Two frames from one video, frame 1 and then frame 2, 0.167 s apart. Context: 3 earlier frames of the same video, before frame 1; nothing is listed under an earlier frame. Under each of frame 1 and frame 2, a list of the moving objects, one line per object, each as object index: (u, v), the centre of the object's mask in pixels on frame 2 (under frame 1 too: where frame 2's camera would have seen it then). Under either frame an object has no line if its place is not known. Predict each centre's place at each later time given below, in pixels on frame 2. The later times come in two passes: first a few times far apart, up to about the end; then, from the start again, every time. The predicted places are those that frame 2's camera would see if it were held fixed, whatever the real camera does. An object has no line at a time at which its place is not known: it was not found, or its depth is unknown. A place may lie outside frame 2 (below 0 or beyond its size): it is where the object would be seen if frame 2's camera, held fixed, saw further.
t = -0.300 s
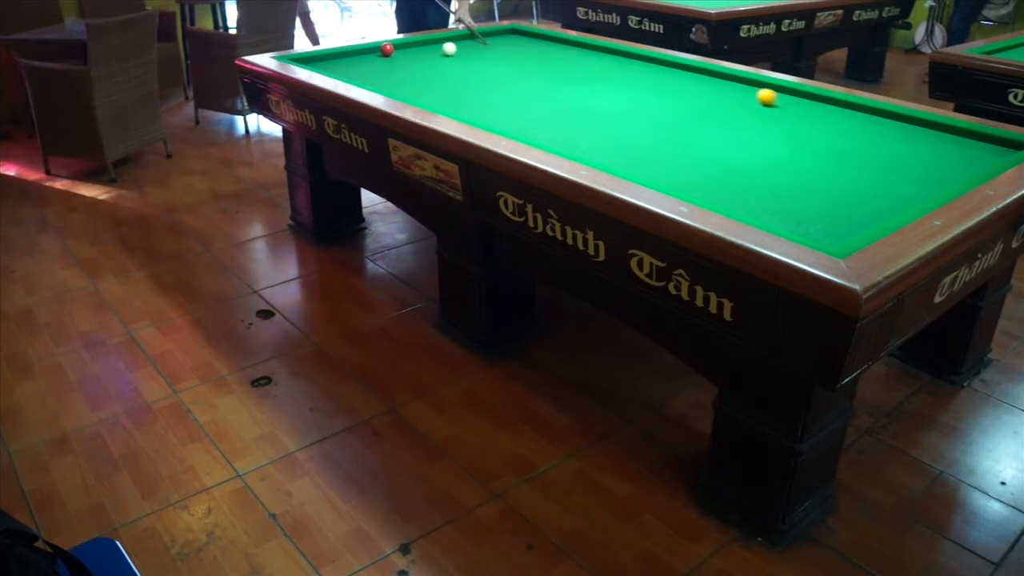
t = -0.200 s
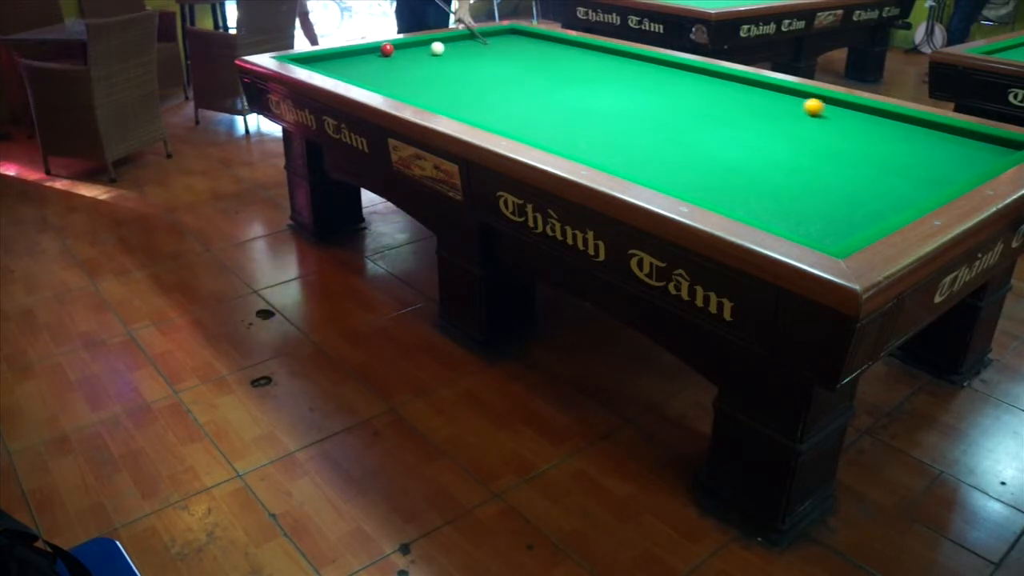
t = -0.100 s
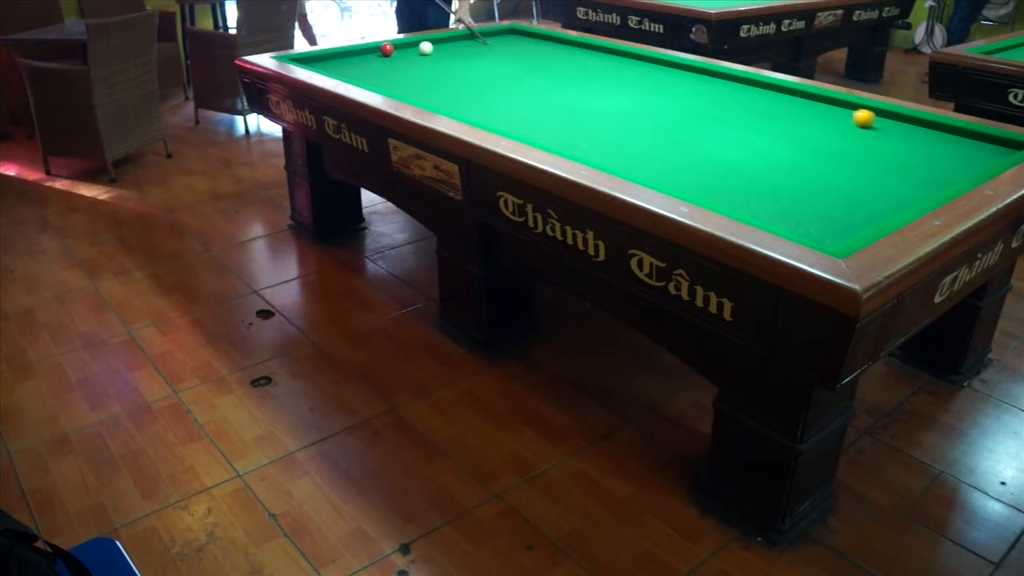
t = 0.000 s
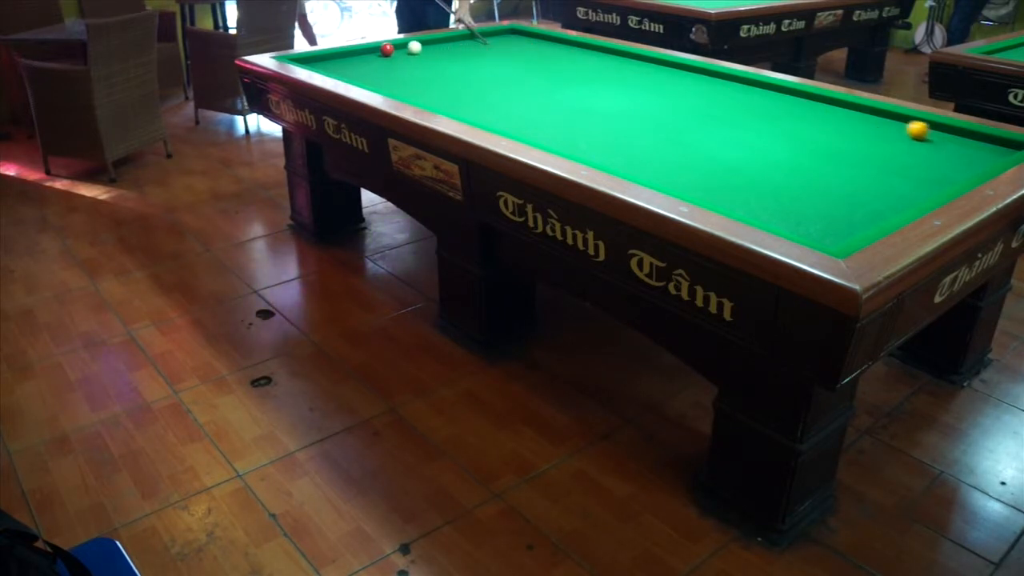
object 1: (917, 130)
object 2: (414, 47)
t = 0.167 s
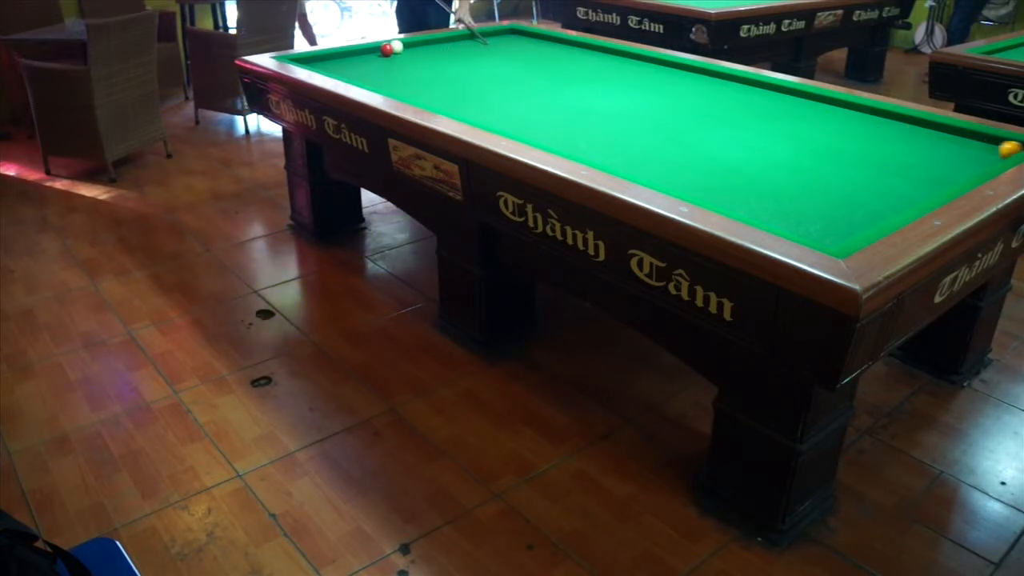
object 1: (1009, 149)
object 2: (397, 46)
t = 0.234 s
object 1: (979, 142)
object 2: (391, 44)
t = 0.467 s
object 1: (900, 121)
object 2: (389, 44)
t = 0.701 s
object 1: (840, 105)
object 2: (388, 45)
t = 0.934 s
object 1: (788, 91)
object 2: (388, 46)
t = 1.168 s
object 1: (740, 79)
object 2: (388, 46)
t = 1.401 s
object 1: (695, 69)
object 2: (387, 47)
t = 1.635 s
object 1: (653, 61)
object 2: (387, 47)
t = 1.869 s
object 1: (616, 53)
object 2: (387, 47)
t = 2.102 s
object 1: (582, 47)
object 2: (387, 47)
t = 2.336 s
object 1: (550, 41)
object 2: (387, 47)
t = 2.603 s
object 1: (518, 34)
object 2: (387, 47)
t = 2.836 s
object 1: (506, 32)
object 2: (387, 47)
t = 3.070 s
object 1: (520, 36)
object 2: (387, 47)
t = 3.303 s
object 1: (534, 39)
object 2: (387, 47)
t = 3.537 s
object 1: (549, 43)
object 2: (387, 47)
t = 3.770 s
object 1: (564, 46)
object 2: (387, 47)
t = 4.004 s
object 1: (579, 50)
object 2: (387, 47)
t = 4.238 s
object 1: (594, 54)
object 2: (387, 47)
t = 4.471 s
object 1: (610, 58)
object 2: (387, 47)
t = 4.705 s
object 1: (626, 62)
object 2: (387, 47)
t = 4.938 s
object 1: (643, 66)
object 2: (387, 47)
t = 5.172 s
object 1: (659, 70)
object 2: (387, 47)
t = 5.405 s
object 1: (676, 74)
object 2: (387, 47)
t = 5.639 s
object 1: (693, 78)
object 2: (387, 47)
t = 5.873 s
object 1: (710, 83)
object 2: (387, 47)
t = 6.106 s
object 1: (727, 87)
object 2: (387, 47)
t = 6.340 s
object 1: (745, 91)
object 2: (387, 47)
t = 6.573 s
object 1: (761, 96)
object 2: (387, 47)
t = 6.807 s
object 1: (779, 100)
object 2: (387, 47)
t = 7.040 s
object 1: (796, 104)
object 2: (387, 47)
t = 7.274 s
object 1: (812, 109)
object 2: (387, 47)
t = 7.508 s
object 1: (829, 113)
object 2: (387, 47)
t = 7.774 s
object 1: (848, 118)
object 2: (387, 47)
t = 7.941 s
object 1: (860, 121)
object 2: (387, 47)
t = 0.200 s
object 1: (994, 147)
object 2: (394, 45)
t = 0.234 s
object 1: (979, 142)
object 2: (391, 44)
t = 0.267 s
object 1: (965, 139)
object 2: (389, 43)
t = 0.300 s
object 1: (953, 136)
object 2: (389, 44)
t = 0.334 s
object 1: (941, 132)
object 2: (389, 44)
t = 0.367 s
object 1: (930, 130)
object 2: (389, 44)
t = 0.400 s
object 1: (919, 126)
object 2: (389, 44)
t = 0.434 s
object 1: (909, 124)
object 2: (389, 44)
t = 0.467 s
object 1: (900, 121)
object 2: (389, 44)
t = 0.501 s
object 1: (891, 119)
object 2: (389, 45)
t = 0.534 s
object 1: (883, 117)
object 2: (389, 45)
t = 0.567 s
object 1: (874, 114)
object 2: (389, 45)
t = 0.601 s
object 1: (865, 112)
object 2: (388, 45)
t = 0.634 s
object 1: (857, 110)
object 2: (388, 45)
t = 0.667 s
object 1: (848, 108)
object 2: (388, 45)
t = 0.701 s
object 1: (840, 105)
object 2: (388, 45)
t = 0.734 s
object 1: (832, 103)
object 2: (388, 45)
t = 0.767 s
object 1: (825, 101)
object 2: (388, 45)
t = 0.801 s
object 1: (817, 99)
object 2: (388, 45)
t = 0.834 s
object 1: (809, 97)
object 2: (388, 46)
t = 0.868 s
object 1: (802, 95)
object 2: (388, 46)
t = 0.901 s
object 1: (794, 93)
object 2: (388, 46)
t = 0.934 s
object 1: (788, 91)
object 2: (388, 46)
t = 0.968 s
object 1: (780, 89)
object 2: (388, 46)
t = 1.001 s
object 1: (773, 88)
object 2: (388, 46)
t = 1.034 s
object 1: (767, 85)
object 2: (388, 46)
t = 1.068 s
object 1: (760, 84)
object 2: (388, 46)
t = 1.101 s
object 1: (753, 82)
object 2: (388, 46)
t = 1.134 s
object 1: (747, 81)
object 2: (388, 46)
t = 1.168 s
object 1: (740, 79)
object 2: (388, 46)
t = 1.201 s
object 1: (733, 77)
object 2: (388, 46)
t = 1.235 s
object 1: (727, 76)
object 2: (388, 46)
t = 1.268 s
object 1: (720, 74)
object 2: (388, 47)
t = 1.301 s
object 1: (714, 73)
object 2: (387, 47)
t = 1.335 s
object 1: (707, 72)
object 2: (388, 47)
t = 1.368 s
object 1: (701, 71)
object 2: (387, 47)
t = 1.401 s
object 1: (695, 69)
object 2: (387, 47)
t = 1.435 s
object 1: (689, 68)
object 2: (387, 47)
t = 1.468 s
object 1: (683, 67)
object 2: (387, 47)
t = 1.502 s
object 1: (676, 65)
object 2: (387, 47)
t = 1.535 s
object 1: (671, 64)
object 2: (387, 47)
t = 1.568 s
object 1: (665, 63)
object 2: (387, 47)
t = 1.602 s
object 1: (659, 62)
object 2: (387, 47)
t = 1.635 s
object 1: (653, 61)
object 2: (387, 47)
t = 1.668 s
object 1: (648, 60)
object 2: (387, 47)
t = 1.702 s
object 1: (642, 58)
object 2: (387, 47)
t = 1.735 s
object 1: (637, 57)
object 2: (387, 47)
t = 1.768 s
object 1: (631, 56)
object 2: (387, 47)
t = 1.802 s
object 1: (626, 55)
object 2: (387, 47)
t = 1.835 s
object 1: (621, 54)
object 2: (387, 47)
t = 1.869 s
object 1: (616, 53)
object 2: (387, 47)
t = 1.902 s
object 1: (611, 52)
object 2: (387, 47)
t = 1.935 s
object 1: (606, 51)
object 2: (387, 47)
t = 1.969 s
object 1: (601, 50)
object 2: (387, 47)
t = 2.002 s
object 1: (596, 49)
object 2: (387, 47)
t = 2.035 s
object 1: (591, 48)
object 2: (387, 47)
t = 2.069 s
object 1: (586, 47)
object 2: (387, 47)
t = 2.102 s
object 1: (582, 47)
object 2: (387, 47)
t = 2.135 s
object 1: (577, 46)
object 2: (387, 47)
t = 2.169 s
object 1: (572, 45)
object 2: (387, 47)
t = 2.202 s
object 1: (568, 44)
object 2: (387, 47)
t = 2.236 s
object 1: (563, 43)
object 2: (387, 47)
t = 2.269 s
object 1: (559, 42)
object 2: (387, 47)
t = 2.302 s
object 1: (554, 41)
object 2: (387, 47)
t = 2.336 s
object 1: (550, 41)
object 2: (387, 47)
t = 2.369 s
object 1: (546, 40)
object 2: (387, 47)
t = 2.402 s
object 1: (542, 39)
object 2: (387, 47)
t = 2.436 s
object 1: (538, 38)
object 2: (387, 47)
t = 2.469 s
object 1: (533, 37)
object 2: (387, 47)
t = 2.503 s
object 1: (529, 36)
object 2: (387, 47)
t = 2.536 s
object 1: (525, 36)
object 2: (387, 47)
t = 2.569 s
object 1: (521, 35)
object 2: (387, 47)
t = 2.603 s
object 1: (518, 34)
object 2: (387, 47)
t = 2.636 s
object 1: (514, 33)
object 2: (387, 47)
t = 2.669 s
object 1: (510, 33)
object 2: (387, 47)
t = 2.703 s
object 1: (506, 32)
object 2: (387, 47)
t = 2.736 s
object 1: (502, 32)
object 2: (387, 47)
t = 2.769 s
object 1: (501, 31)
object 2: (387, 47)
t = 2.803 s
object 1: (503, 32)
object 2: (387, 47)
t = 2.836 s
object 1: (506, 32)
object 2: (387, 47)
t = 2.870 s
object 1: (508, 33)
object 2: (387, 47)
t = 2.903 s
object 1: (510, 33)
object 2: (387, 47)
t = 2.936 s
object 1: (512, 34)
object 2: (387, 47)
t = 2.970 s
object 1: (514, 34)
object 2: (387, 47)
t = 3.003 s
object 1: (516, 35)
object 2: (387, 47)
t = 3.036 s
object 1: (518, 35)
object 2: (387, 47)
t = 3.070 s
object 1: (520, 36)
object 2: (387, 47)
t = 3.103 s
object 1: (522, 36)
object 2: (387, 47)
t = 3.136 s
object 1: (524, 37)
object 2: (387, 47)
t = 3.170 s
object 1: (526, 37)
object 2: (387, 47)
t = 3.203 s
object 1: (528, 38)
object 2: (387, 47)
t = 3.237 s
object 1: (530, 38)
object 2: (387, 47)
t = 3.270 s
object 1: (532, 39)
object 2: (387, 47)
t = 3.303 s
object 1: (534, 39)
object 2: (387, 47)
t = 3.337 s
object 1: (536, 40)
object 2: (387, 47)
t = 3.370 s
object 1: (539, 40)
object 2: (387, 47)
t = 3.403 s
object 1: (541, 41)
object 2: (387, 47)
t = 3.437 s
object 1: (542, 41)
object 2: (387, 47)
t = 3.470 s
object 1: (545, 42)
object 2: (387, 47)
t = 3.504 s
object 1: (547, 42)
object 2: (387, 47)
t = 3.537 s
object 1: (549, 43)
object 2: (387, 47)
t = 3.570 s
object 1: (551, 43)
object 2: (387, 47)
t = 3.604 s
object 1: (553, 44)
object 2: (387, 47)
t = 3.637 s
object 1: (555, 44)
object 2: (387, 47)
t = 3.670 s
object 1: (557, 45)
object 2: (387, 47)
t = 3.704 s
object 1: (559, 45)
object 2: (387, 47)
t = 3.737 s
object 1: (562, 46)
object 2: (387, 47)
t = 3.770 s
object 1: (564, 46)
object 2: (387, 47)
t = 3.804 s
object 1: (566, 47)
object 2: (387, 47)
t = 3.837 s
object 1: (568, 47)
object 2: (387, 47)
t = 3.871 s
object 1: (570, 48)
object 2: (387, 47)
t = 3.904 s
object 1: (572, 48)
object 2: (387, 47)
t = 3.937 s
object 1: (574, 49)
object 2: (387, 47)
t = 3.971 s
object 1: (577, 50)
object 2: (387, 47)
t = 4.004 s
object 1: (579, 50)
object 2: (387, 47)
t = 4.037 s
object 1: (581, 51)
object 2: (387, 47)
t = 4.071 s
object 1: (584, 51)
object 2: (387, 47)
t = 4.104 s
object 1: (586, 52)
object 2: (387, 47)
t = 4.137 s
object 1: (588, 52)
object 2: (387, 47)
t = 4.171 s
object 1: (590, 53)
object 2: (387, 47)
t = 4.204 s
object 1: (592, 53)
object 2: (387, 47)
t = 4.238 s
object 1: (594, 54)
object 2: (387, 47)
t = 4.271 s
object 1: (597, 55)
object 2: (387, 47)
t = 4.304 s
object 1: (599, 55)
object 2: (387, 47)
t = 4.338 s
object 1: (601, 56)
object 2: (387, 47)
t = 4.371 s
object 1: (604, 56)
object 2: (387, 47)
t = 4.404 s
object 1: (606, 57)
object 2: (387, 47)
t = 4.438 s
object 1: (608, 57)
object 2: (387, 47)
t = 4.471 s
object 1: (610, 58)
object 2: (387, 47)
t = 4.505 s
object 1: (613, 59)
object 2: (387, 47)
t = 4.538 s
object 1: (615, 59)
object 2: (387, 47)
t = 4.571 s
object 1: (617, 60)
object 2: (387, 47)
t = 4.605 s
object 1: (620, 60)
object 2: (387, 47)
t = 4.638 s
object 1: (622, 61)
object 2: (387, 47)
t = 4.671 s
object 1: (624, 61)
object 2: (387, 47)
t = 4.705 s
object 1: (626, 62)
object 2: (387, 47)
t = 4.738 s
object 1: (629, 62)
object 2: (387, 47)
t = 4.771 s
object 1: (631, 63)
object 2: (387, 47)
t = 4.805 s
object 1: (634, 63)
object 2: (387, 47)
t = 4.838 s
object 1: (636, 64)
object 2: (387, 47)
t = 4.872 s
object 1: (638, 65)
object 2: (387, 47)
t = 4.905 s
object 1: (641, 65)
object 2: (387, 47)
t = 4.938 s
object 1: (643, 66)
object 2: (387, 47)
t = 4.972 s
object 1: (645, 66)
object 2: (387, 47)
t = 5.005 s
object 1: (648, 67)
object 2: (387, 47)
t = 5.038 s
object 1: (650, 67)
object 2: (387, 47)
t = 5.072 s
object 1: (652, 68)
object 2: (387, 47)
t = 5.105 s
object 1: (655, 69)
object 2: (387, 47)
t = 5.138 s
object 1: (657, 69)
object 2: (387, 47)
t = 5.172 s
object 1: (659, 70)
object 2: (387, 47)
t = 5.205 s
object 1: (662, 70)
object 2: (387, 47)
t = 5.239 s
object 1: (664, 71)
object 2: (387, 47)
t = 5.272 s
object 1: (667, 72)
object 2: (387, 47)
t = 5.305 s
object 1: (669, 72)
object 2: (387, 47)
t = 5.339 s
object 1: (671, 73)
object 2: (387, 47)
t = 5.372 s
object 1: (674, 73)
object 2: (387, 47)
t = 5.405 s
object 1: (676, 74)
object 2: (387, 47)
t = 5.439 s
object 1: (679, 75)
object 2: (387, 47)
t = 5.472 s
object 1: (681, 75)
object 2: (387, 47)
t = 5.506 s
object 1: (683, 76)
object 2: (387, 47)
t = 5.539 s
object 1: (686, 77)
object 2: (387, 47)
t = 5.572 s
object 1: (688, 77)
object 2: (387, 47)
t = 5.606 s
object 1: (690, 78)
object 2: (387, 47)
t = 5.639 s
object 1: (693, 78)
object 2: (387, 47)
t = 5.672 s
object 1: (695, 79)
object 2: (387, 47)
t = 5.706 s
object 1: (698, 80)
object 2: (387, 47)
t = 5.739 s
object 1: (700, 80)
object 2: (387, 47)
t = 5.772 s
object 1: (703, 81)
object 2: (387, 47)
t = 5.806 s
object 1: (705, 81)
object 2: (387, 47)
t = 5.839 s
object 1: (707, 82)
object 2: (387, 47)
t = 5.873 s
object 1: (710, 83)
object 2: (387, 47)
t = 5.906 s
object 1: (713, 83)
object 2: (387, 47)
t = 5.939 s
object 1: (715, 84)
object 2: (387, 47)
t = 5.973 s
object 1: (717, 84)
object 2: (387, 47)
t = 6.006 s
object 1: (720, 85)
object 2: (387, 47)
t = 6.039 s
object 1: (722, 86)
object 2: (387, 47)
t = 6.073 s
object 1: (725, 86)
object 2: (387, 47)
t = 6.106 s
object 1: (727, 87)
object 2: (387, 47)
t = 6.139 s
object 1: (730, 88)
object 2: (387, 47)
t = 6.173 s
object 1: (732, 88)
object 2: (387, 47)
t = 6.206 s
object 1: (734, 89)
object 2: (387, 47)
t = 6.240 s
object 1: (737, 89)
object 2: (387, 47)
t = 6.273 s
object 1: (739, 90)
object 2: (387, 47)
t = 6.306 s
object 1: (742, 90)
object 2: (387, 47)
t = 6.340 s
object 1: (745, 91)
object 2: (387, 47)
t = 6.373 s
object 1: (747, 92)
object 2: (387, 47)
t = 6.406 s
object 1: (749, 92)
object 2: (387, 47)
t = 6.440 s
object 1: (752, 93)
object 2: (387, 47)
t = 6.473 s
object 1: (754, 94)
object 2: (387, 47)
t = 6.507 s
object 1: (757, 94)
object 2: (387, 47)
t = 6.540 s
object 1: (759, 95)
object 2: (387, 47)
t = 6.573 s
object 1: (761, 96)
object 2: (387, 47)
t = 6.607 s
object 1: (764, 96)
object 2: (387, 47)
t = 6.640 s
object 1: (766, 97)
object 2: (387, 47)
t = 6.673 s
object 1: (769, 97)
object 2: (387, 47)
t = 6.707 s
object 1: (771, 98)
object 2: (387, 47)
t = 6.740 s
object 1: (774, 99)
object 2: (387, 47)
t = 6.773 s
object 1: (776, 99)
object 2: (387, 47)
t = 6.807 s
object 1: (779, 100)
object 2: (387, 47)
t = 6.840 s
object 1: (781, 101)
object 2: (387, 47)
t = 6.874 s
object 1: (784, 101)
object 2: (387, 47)
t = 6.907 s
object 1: (786, 102)
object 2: (387, 47)
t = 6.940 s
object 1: (788, 102)
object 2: (387, 47)
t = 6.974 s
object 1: (791, 103)
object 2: (387, 47)
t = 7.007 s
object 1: (793, 104)
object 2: (387, 47)
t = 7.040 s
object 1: (796, 104)
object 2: (387, 47)
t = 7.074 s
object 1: (798, 105)
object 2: (387, 47)
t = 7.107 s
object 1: (800, 105)
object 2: (387, 47)
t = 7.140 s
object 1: (803, 106)
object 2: (387, 47)
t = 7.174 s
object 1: (805, 107)
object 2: (387, 47)
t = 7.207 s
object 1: (808, 108)
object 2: (387, 47)
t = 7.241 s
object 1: (810, 108)
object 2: (387, 47)
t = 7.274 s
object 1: (812, 109)
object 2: (387, 47)
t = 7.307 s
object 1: (815, 109)
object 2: (387, 47)
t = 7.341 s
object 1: (817, 110)
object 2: (387, 47)
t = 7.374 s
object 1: (820, 110)
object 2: (387, 47)
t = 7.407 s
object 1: (822, 111)
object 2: (387, 47)
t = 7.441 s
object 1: (825, 112)
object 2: (387, 47)
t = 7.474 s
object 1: (827, 113)
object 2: (387, 47)
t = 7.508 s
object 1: (829, 113)
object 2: (387, 47)
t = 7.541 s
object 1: (832, 114)
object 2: (387, 47)
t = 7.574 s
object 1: (834, 114)
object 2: (387, 47)
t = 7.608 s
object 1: (836, 115)
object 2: (387, 47)
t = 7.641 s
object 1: (839, 115)
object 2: (387, 47)
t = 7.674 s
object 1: (841, 116)
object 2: (387, 47)
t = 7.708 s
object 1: (843, 117)
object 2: (387, 47)
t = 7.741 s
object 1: (846, 117)
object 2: (387, 47)
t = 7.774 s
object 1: (848, 118)
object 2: (387, 47)
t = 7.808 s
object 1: (851, 118)
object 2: (387, 47)
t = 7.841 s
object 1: (853, 119)
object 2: (387, 47)
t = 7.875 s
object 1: (855, 120)
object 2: (387, 47)
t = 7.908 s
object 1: (858, 120)
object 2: (387, 47)
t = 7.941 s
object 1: (860, 121)
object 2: (387, 47)
